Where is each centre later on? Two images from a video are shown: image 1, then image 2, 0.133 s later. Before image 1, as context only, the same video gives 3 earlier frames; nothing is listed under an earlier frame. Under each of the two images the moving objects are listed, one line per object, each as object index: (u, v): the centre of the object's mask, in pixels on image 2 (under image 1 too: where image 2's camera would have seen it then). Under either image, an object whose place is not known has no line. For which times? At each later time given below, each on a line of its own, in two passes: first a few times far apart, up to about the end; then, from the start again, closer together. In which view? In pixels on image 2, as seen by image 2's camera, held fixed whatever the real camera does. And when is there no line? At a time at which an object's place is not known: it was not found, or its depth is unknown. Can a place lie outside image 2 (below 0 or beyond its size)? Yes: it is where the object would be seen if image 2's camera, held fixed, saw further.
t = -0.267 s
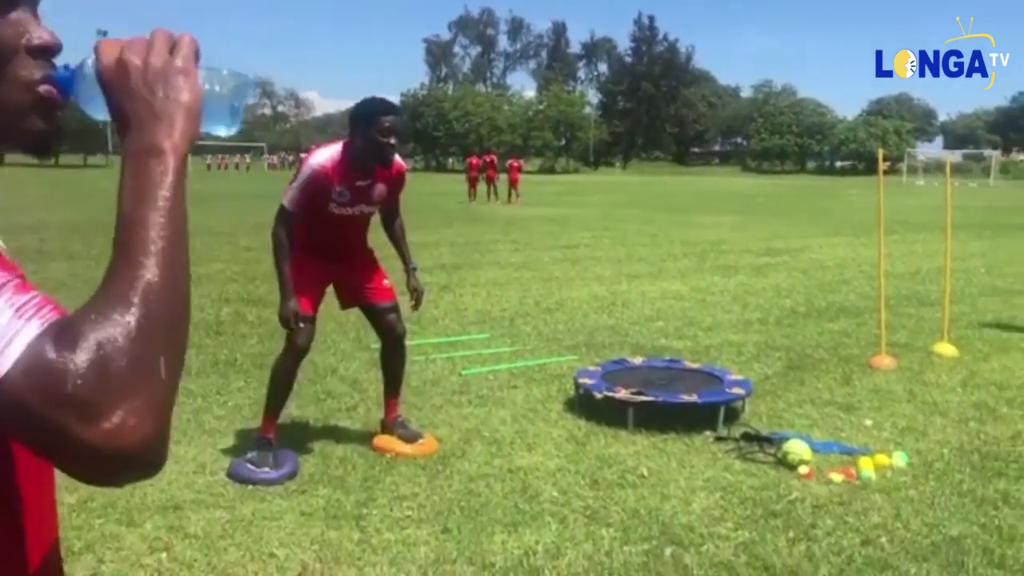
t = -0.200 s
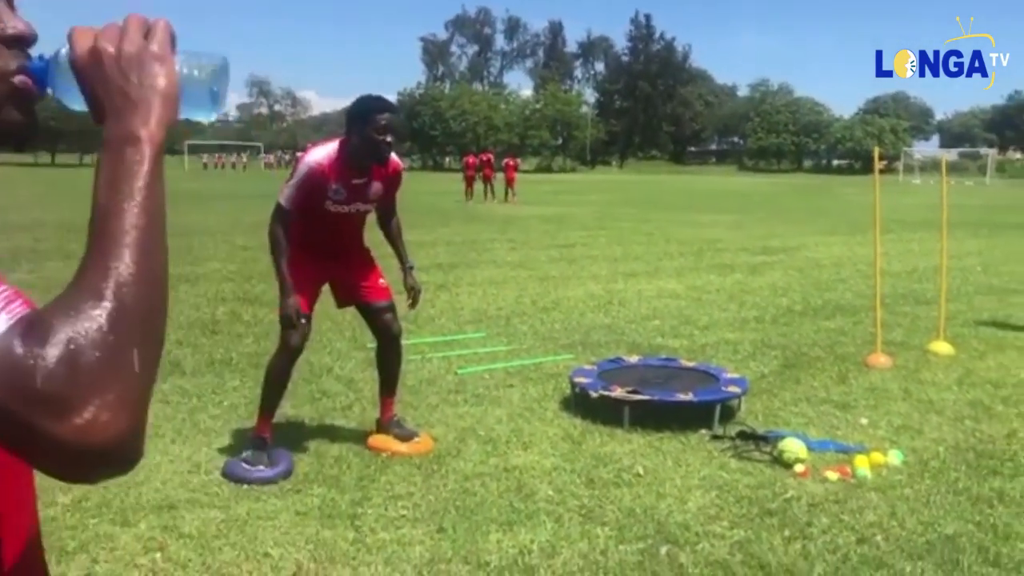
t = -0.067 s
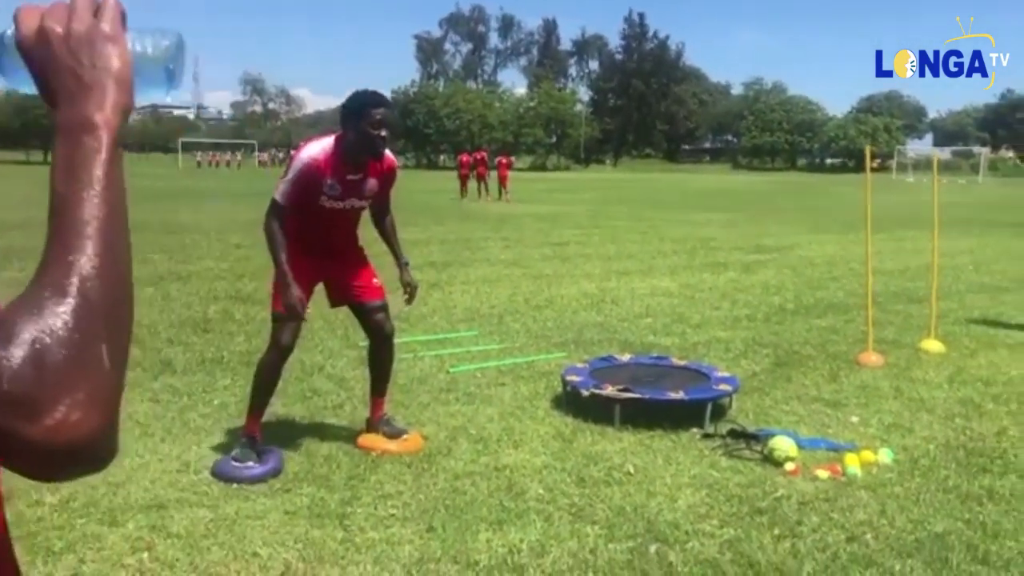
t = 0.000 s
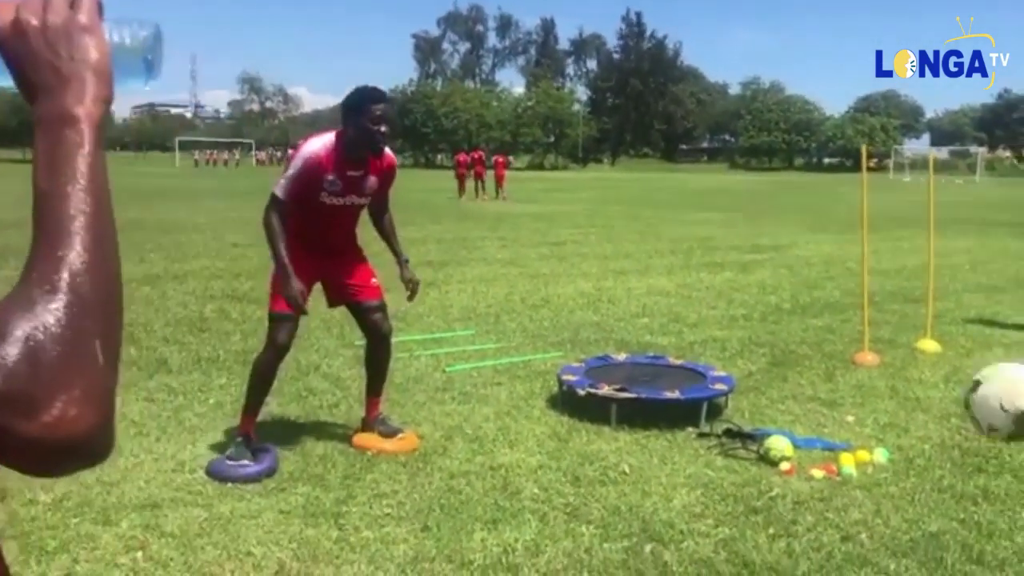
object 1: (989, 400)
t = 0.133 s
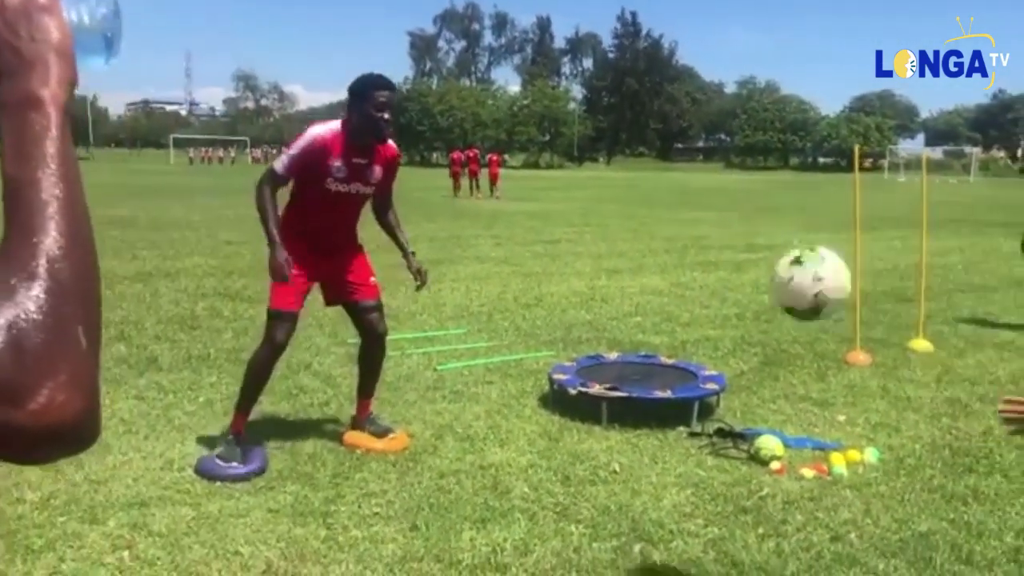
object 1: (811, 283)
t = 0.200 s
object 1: (723, 250)
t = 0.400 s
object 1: (497, 237)
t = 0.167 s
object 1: (766, 265)
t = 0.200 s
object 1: (723, 250)
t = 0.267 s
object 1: (642, 232)
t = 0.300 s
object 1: (605, 229)
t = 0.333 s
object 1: (568, 228)
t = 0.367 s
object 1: (531, 231)
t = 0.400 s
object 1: (497, 237)
